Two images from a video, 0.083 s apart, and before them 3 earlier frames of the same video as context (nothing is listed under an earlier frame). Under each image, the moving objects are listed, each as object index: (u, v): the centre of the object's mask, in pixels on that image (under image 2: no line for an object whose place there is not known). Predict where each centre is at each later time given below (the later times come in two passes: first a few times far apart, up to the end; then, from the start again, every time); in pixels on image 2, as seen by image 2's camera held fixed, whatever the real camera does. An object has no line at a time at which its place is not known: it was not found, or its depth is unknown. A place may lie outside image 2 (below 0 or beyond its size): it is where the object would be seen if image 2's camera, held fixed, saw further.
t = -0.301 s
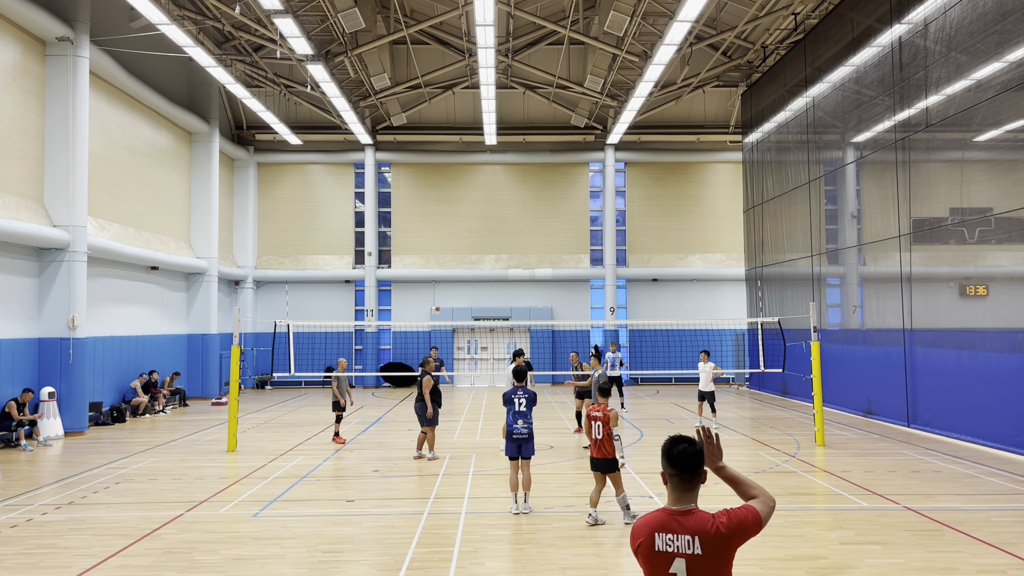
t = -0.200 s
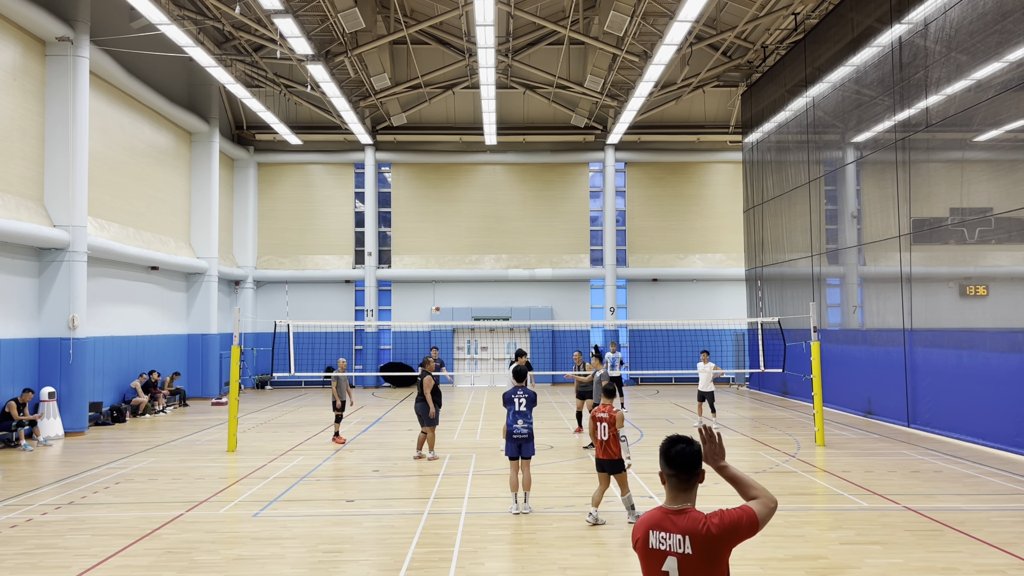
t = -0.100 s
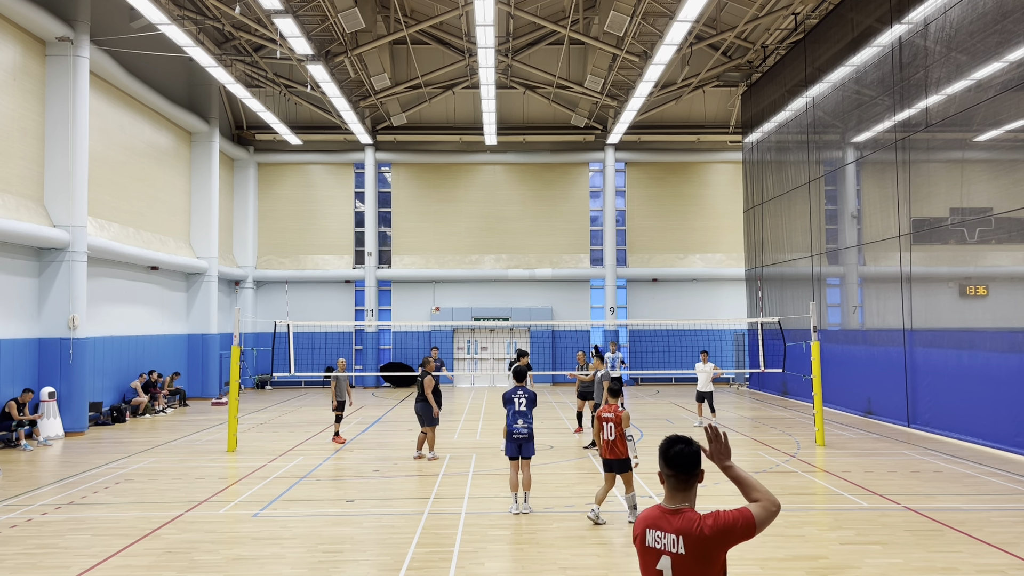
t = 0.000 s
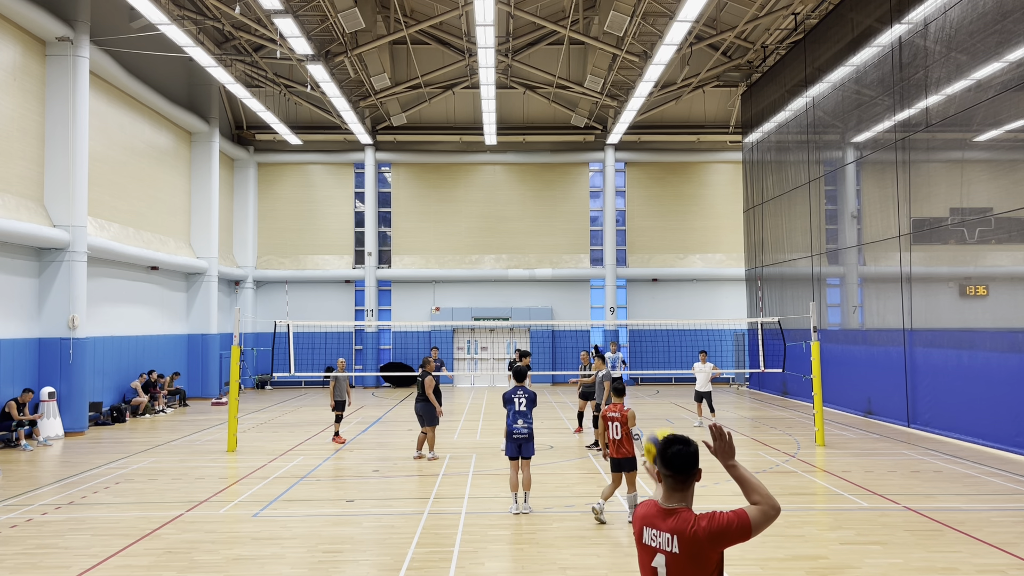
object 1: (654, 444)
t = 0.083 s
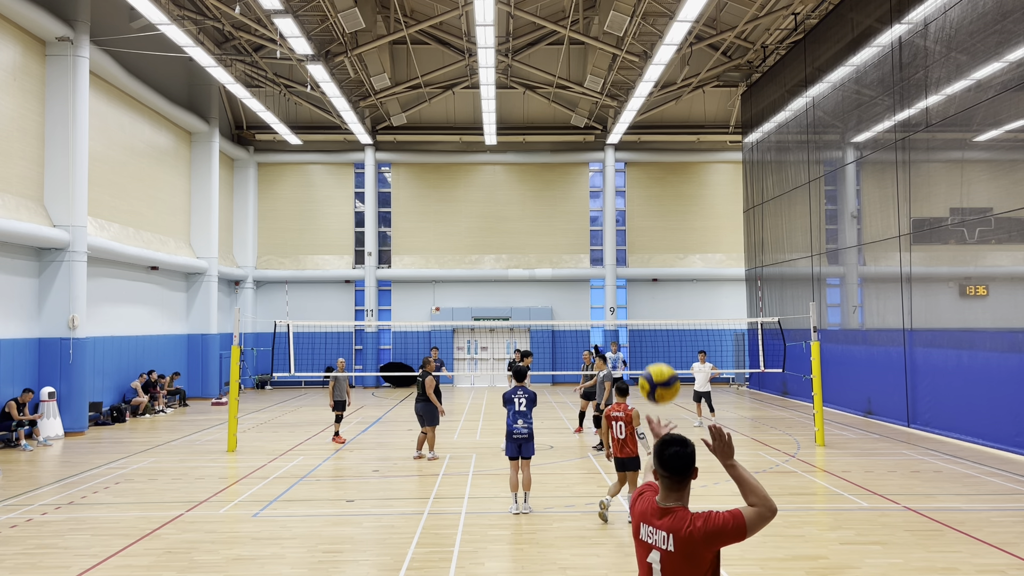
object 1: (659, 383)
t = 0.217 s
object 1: (651, 310)
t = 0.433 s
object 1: (641, 264)
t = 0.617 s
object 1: (633, 293)
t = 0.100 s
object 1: (658, 372)
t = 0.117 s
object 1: (657, 362)
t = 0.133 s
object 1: (656, 352)
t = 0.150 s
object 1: (655, 343)
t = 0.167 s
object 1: (654, 334)
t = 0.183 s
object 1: (653, 326)
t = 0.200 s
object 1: (652, 318)
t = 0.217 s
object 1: (651, 310)
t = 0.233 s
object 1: (651, 303)
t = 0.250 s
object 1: (650, 297)
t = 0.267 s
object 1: (649, 292)
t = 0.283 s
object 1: (648, 287)
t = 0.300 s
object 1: (647, 282)
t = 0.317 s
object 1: (646, 278)
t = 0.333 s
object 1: (646, 275)
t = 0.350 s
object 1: (645, 271)
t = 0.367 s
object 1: (644, 269)
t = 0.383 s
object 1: (643, 267)
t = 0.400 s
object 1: (642, 266)
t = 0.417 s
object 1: (642, 265)
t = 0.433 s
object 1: (641, 264)
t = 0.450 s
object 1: (640, 264)
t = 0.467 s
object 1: (639, 265)
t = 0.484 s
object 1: (639, 266)
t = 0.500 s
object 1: (638, 267)
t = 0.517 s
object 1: (637, 270)
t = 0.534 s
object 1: (636, 272)
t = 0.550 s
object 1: (636, 275)
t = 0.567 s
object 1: (635, 279)
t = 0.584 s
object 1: (634, 283)
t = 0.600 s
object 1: (634, 288)
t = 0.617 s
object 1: (633, 293)
